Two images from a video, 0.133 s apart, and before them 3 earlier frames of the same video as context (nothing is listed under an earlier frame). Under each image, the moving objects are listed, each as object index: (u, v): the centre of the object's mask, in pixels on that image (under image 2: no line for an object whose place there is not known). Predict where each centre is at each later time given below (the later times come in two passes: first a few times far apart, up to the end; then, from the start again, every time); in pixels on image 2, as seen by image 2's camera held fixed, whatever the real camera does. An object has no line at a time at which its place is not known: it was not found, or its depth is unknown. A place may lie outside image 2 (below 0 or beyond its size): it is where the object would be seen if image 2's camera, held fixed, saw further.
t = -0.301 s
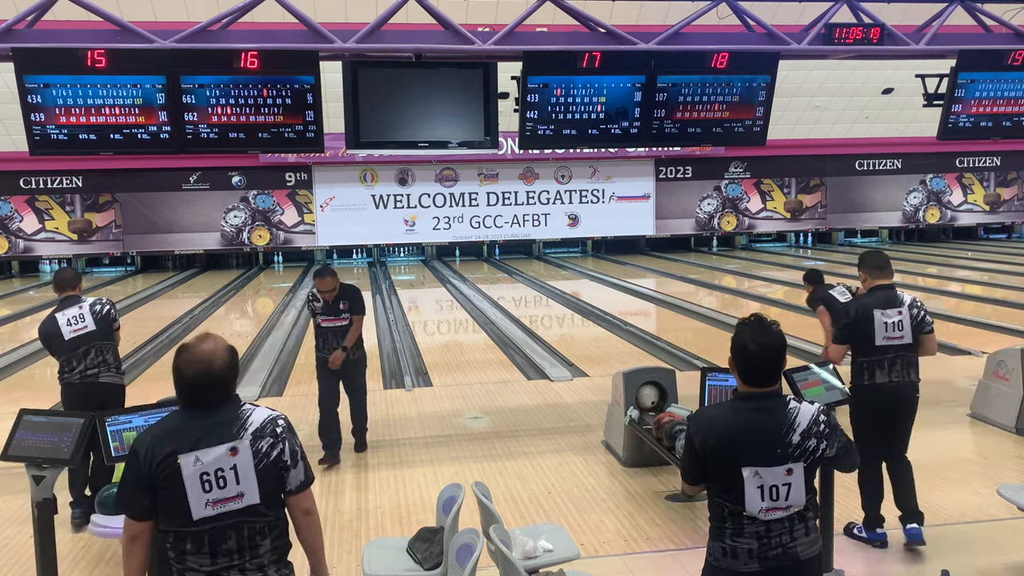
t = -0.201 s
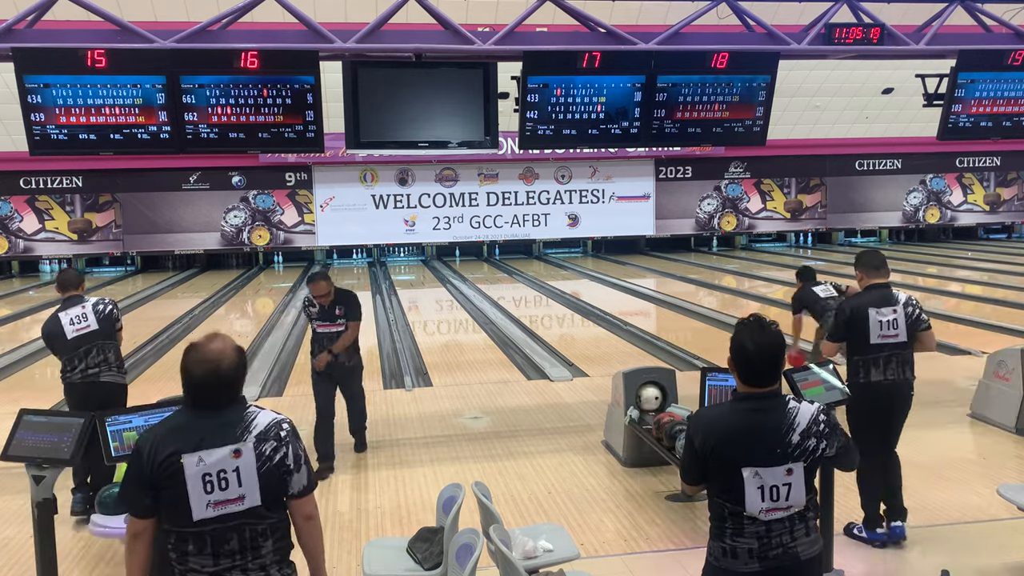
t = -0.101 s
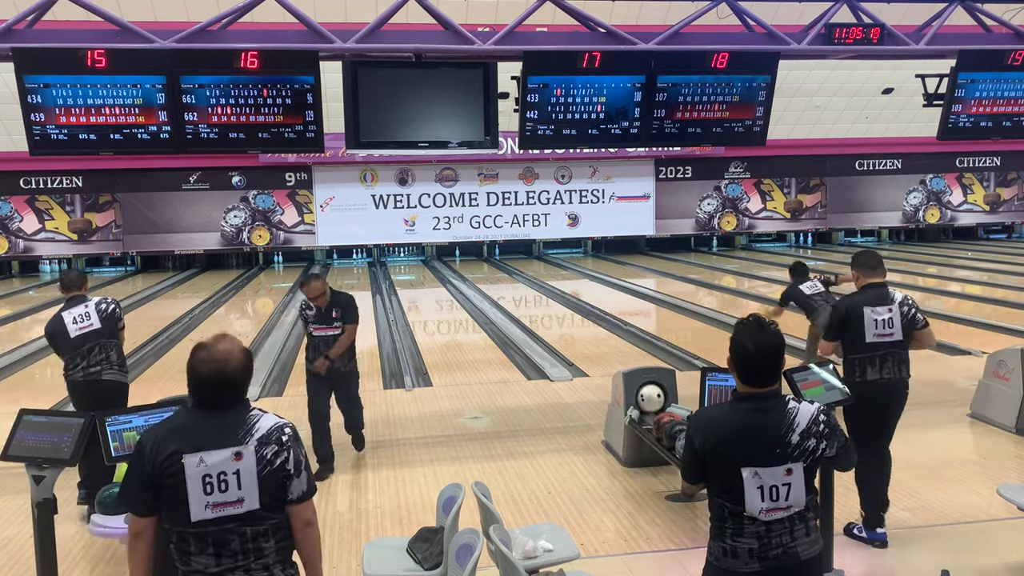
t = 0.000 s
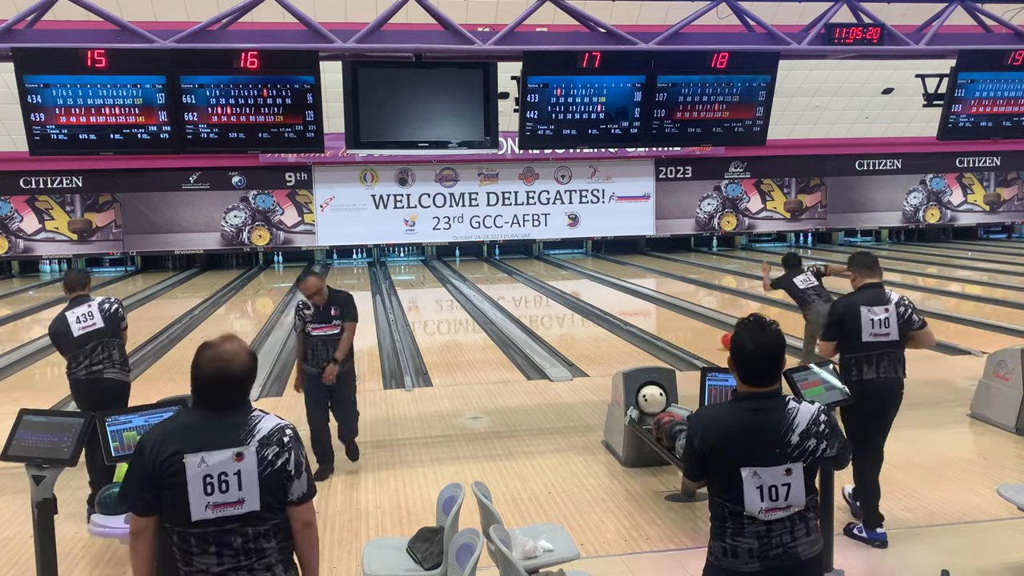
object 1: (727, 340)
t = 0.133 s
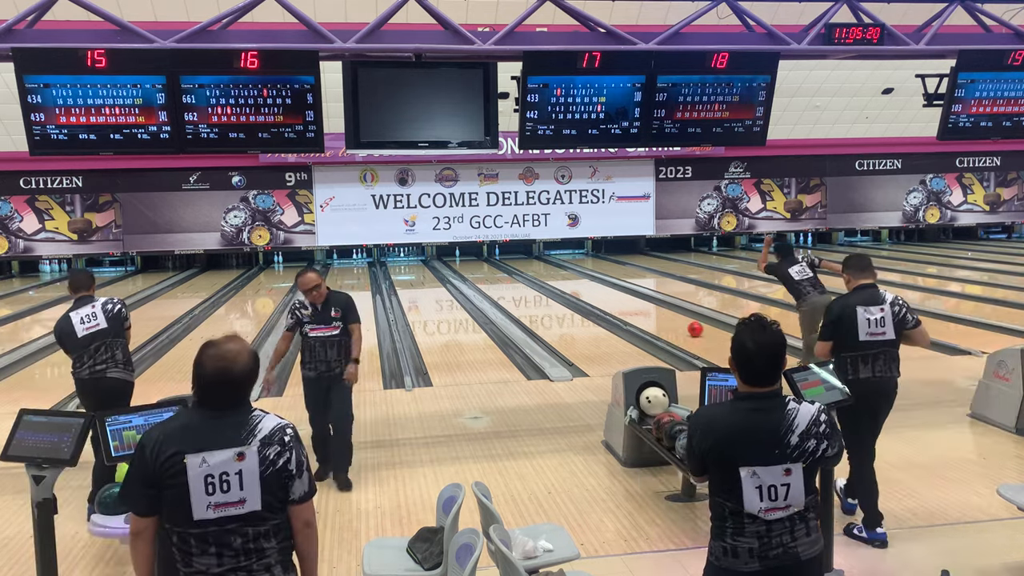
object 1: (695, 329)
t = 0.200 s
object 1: (680, 323)
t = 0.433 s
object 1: (636, 307)
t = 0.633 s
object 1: (607, 296)
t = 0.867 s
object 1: (580, 286)
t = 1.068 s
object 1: (561, 280)
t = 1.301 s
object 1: (542, 272)
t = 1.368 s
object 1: (537, 270)
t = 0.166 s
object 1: (687, 326)
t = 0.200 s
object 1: (680, 323)
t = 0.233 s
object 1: (673, 321)
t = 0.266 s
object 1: (666, 318)
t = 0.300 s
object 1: (660, 316)
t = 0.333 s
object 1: (654, 313)
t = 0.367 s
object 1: (647, 311)
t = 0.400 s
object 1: (642, 309)
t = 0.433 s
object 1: (636, 307)
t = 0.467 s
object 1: (631, 305)
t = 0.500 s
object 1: (626, 303)
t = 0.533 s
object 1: (621, 302)
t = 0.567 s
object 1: (616, 300)
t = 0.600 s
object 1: (612, 298)
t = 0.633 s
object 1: (607, 296)
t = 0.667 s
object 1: (603, 295)
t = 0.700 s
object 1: (599, 293)
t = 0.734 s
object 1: (595, 292)
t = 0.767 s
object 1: (591, 290)
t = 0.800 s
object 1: (587, 289)
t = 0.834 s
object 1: (583, 288)
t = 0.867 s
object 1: (580, 286)
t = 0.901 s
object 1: (576, 285)
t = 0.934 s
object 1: (573, 284)
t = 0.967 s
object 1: (570, 283)
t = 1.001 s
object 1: (567, 281)
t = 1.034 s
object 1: (564, 280)
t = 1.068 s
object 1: (561, 280)
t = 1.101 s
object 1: (558, 278)
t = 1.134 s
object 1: (555, 277)
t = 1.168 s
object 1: (552, 276)
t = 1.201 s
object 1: (550, 275)
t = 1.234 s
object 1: (547, 274)
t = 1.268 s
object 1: (544, 273)
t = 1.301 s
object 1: (542, 272)
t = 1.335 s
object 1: (540, 272)
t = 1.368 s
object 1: (537, 270)
